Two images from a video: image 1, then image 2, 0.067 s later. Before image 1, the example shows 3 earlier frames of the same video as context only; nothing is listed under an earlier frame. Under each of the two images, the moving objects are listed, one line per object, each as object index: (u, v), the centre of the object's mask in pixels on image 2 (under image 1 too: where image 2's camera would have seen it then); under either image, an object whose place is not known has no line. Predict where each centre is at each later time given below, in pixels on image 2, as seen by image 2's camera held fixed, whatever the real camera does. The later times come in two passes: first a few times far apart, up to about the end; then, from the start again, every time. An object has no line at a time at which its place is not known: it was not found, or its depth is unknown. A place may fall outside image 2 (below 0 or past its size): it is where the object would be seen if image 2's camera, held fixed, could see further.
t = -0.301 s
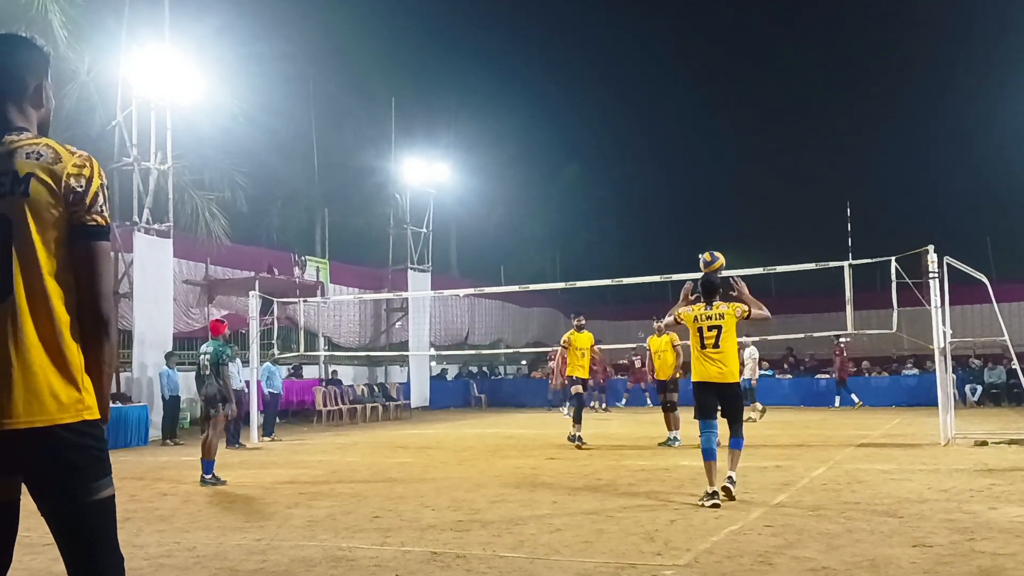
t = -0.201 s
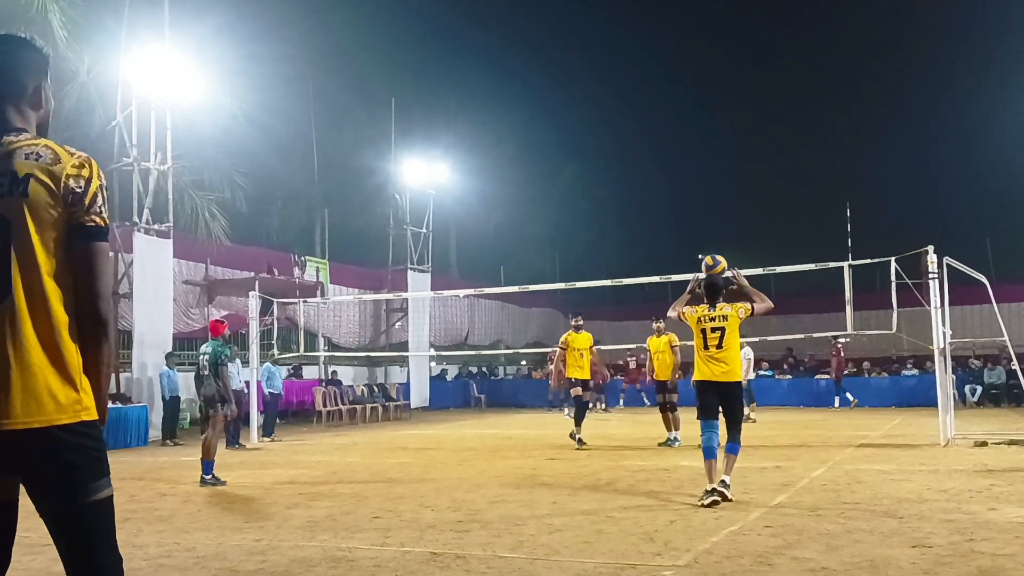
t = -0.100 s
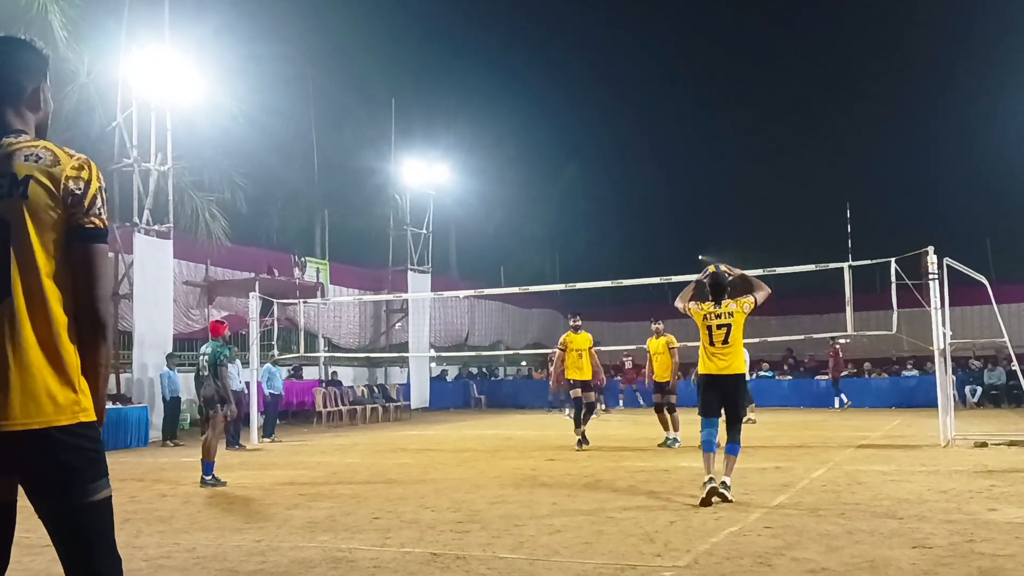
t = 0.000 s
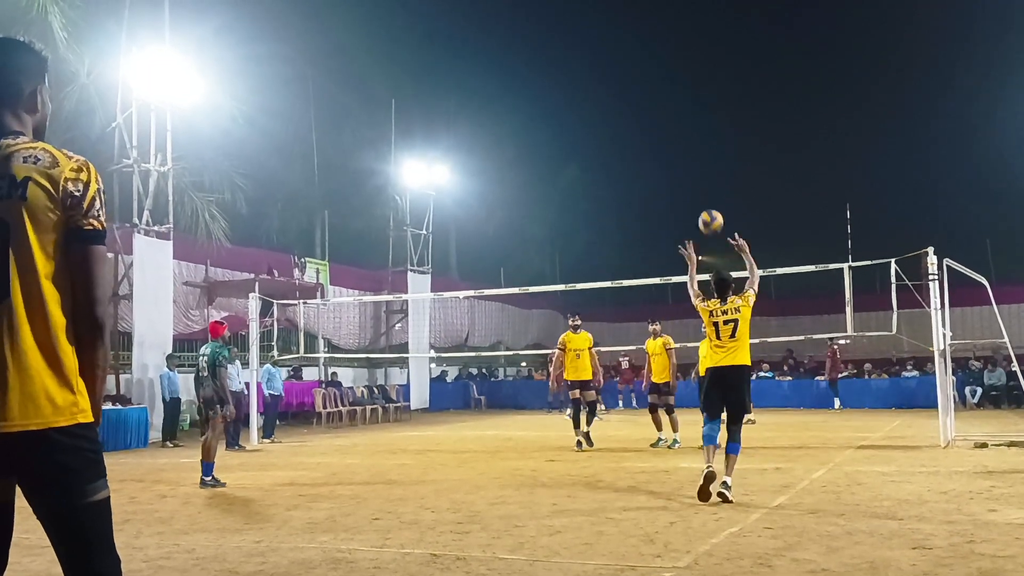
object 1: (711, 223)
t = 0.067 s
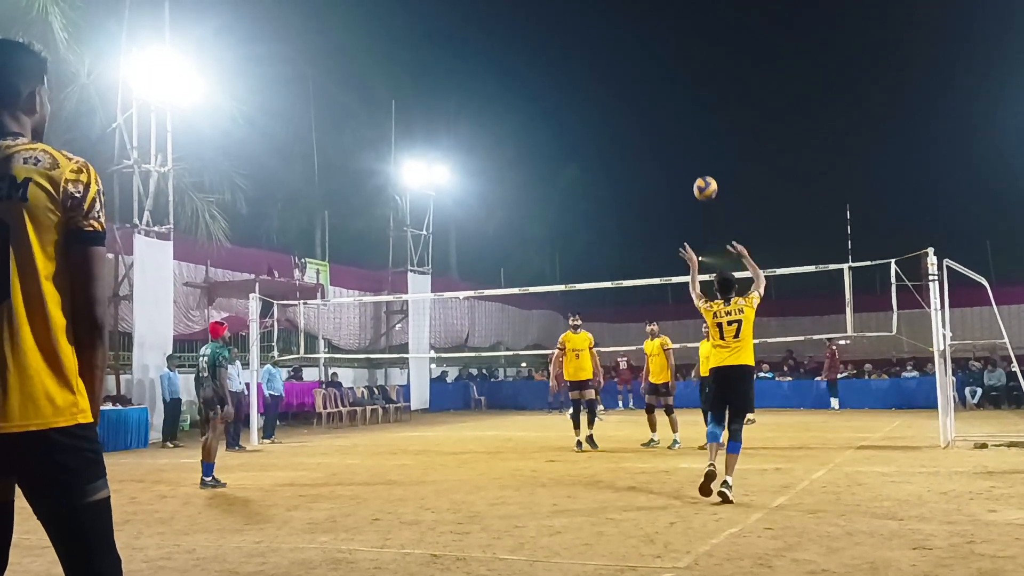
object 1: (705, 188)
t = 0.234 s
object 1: (694, 130)
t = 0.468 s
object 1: (682, 102)
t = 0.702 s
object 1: (674, 123)
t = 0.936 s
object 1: (669, 183)
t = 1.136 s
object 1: (668, 258)
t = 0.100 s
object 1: (703, 173)
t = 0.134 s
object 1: (700, 161)
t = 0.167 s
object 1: (698, 149)
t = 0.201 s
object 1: (696, 138)
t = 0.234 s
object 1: (694, 130)
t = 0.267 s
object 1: (692, 123)
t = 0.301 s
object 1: (690, 116)
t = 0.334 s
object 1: (688, 111)
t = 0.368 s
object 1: (687, 107)
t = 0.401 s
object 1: (685, 104)
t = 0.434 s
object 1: (684, 103)
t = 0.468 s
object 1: (682, 102)
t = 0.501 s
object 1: (681, 102)
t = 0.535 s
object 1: (680, 104)
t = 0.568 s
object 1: (678, 106)
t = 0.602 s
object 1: (677, 109)
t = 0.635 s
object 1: (676, 113)
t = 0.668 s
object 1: (675, 118)
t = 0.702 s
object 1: (674, 123)
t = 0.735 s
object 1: (673, 129)
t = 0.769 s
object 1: (673, 137)
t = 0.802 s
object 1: (672, 144)
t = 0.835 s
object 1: (671, 153)
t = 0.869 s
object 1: (670, 163)
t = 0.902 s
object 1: (670, 172)
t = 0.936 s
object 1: (669, 183)
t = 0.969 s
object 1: (669, 194)
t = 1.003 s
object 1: (668, 205)
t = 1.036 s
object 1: (668, 218)
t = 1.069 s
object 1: (668, 230)
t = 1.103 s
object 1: (668, 244)
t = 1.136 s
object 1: (668, 258)
